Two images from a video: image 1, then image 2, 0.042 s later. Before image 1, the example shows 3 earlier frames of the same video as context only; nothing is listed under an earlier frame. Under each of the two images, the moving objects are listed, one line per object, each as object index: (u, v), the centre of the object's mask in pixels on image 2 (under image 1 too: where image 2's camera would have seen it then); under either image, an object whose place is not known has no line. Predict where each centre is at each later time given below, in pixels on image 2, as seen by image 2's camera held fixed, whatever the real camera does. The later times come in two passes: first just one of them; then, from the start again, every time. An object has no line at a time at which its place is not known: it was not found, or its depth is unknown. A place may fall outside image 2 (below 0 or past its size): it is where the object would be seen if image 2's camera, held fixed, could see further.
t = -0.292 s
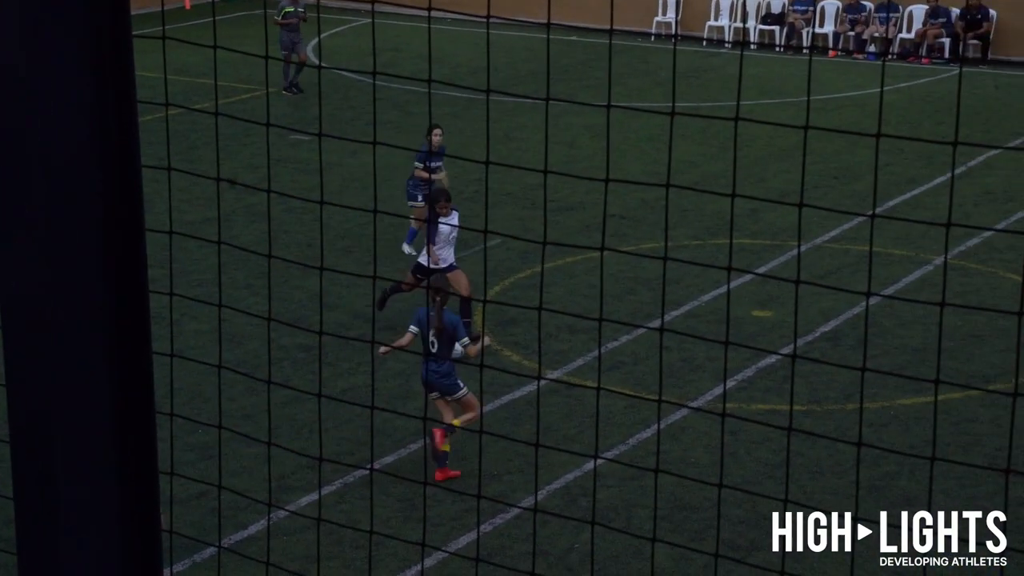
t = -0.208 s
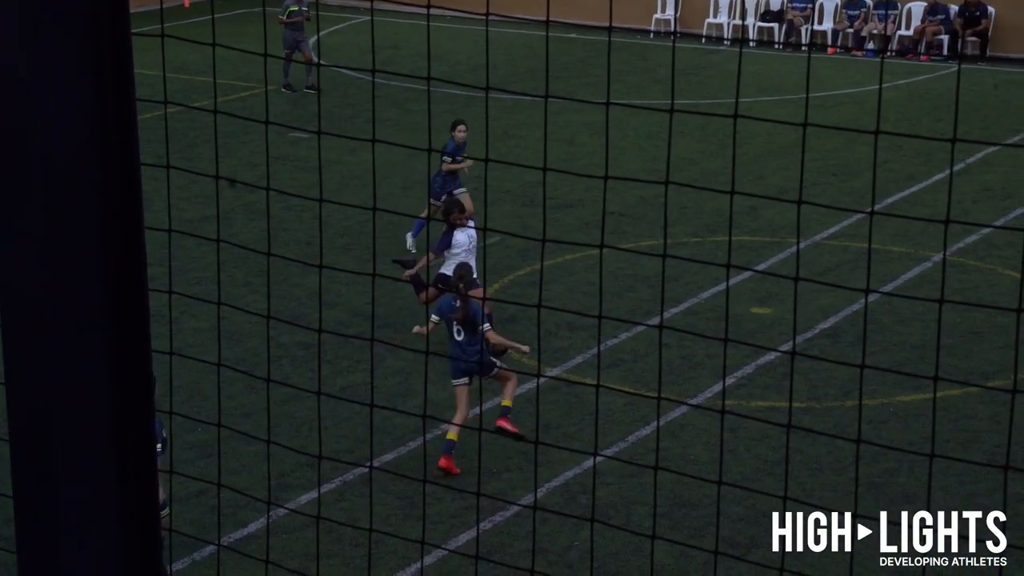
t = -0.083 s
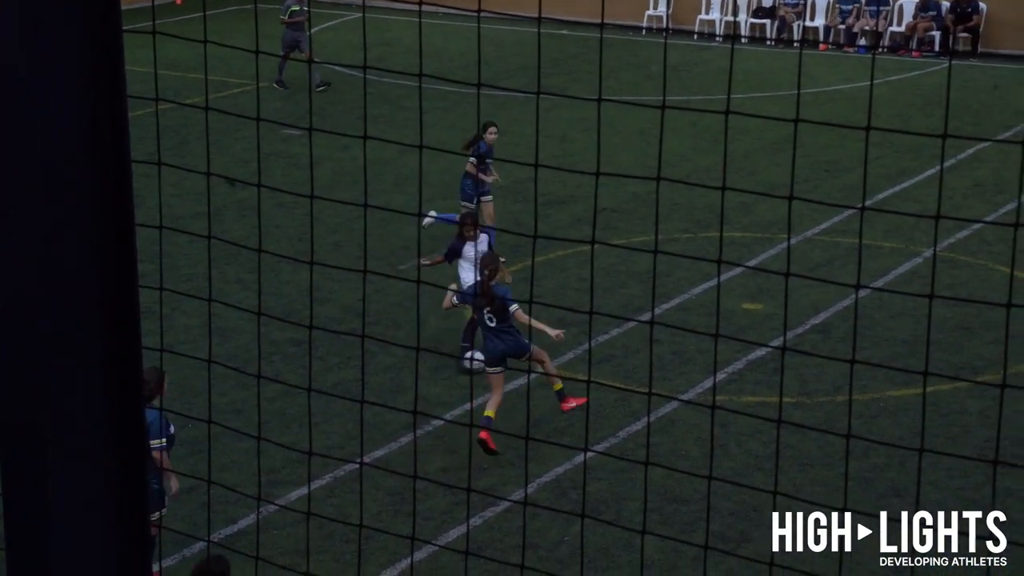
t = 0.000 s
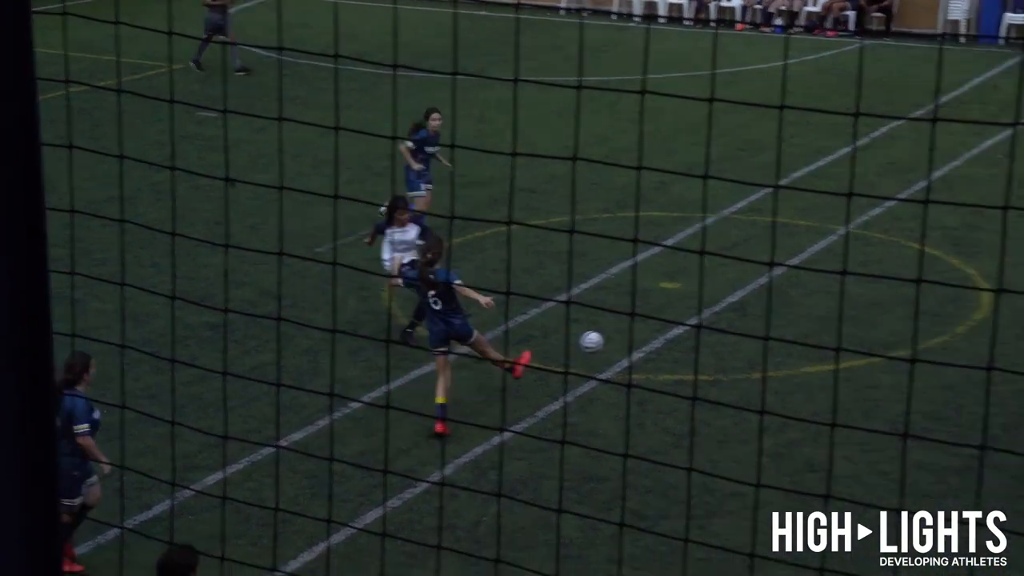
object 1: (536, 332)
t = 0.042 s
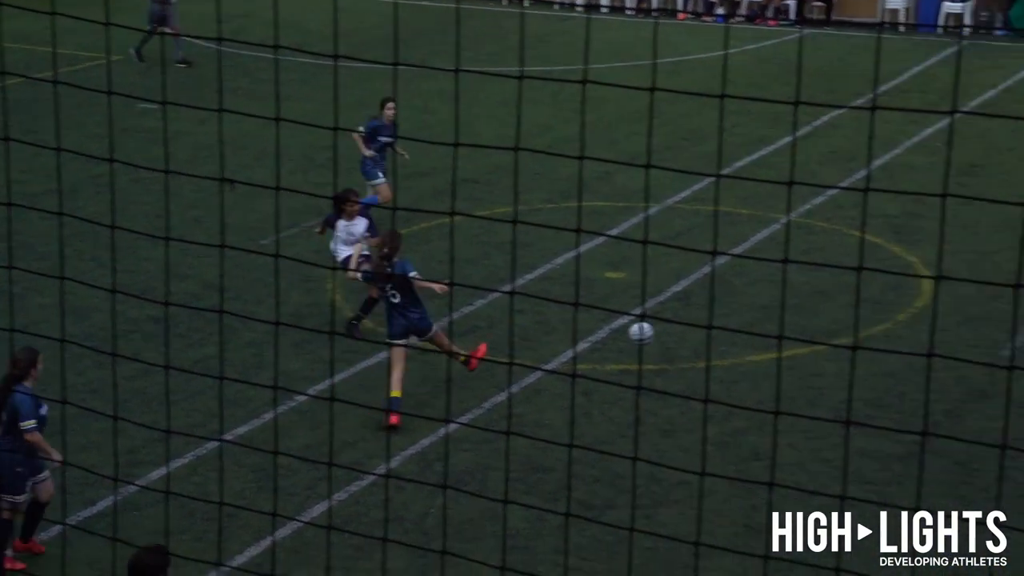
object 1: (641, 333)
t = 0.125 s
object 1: (857, 337)
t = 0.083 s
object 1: (748, 334)
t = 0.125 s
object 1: (857, 337)
